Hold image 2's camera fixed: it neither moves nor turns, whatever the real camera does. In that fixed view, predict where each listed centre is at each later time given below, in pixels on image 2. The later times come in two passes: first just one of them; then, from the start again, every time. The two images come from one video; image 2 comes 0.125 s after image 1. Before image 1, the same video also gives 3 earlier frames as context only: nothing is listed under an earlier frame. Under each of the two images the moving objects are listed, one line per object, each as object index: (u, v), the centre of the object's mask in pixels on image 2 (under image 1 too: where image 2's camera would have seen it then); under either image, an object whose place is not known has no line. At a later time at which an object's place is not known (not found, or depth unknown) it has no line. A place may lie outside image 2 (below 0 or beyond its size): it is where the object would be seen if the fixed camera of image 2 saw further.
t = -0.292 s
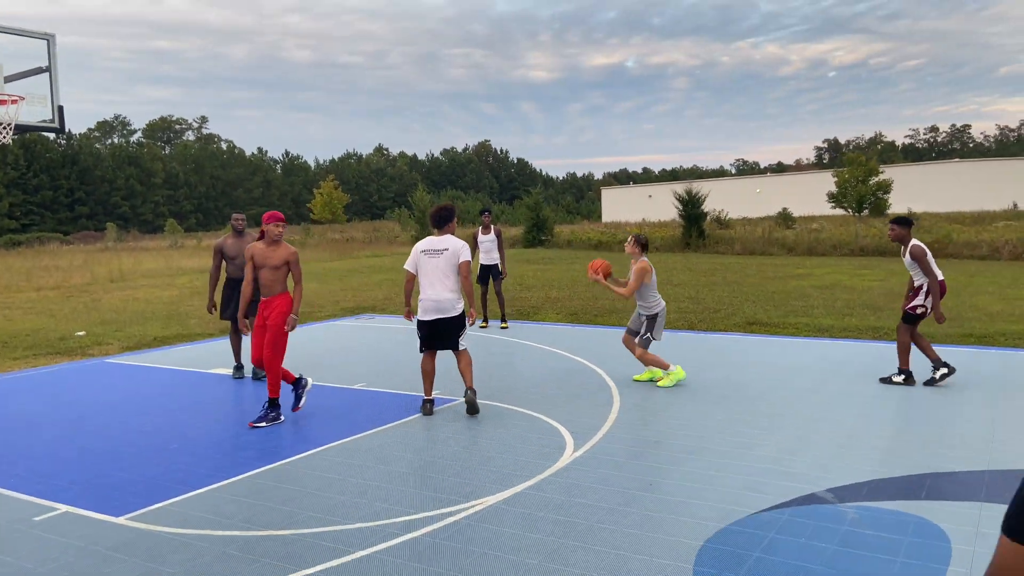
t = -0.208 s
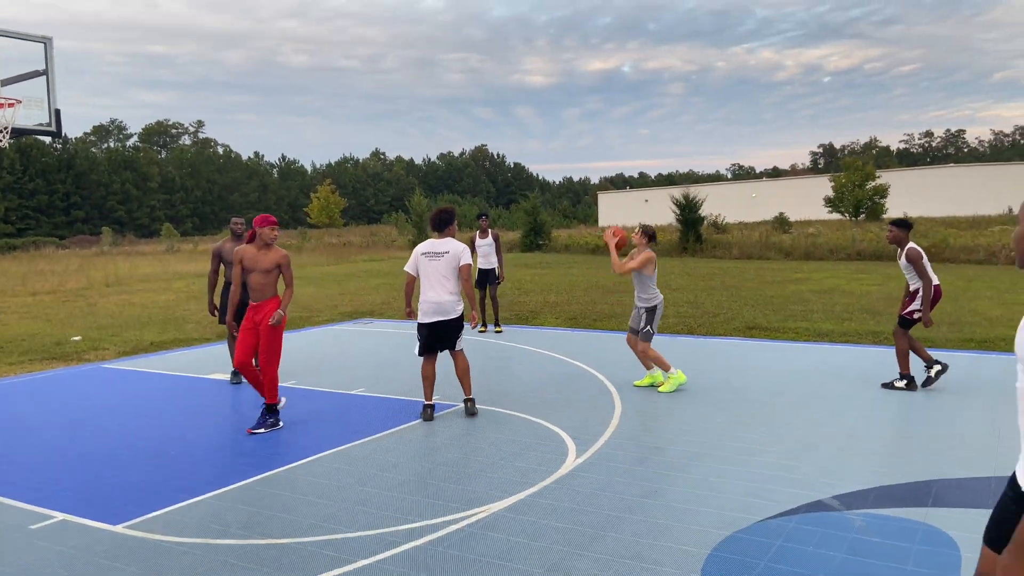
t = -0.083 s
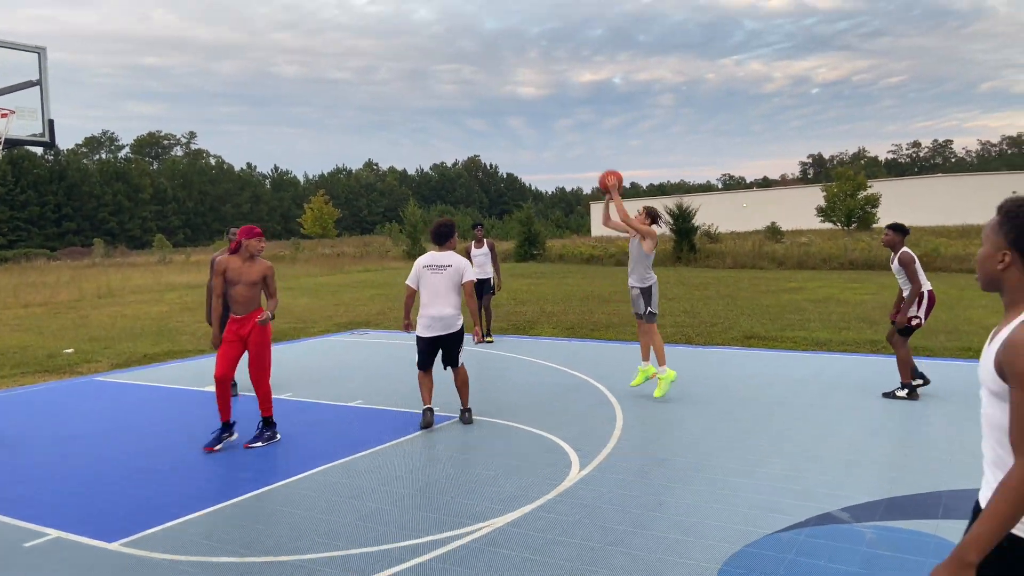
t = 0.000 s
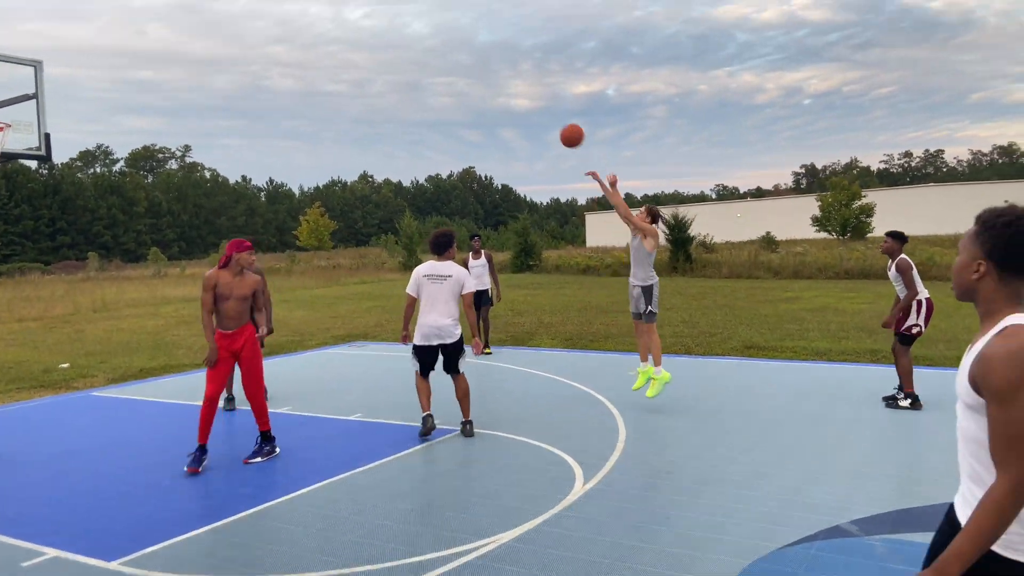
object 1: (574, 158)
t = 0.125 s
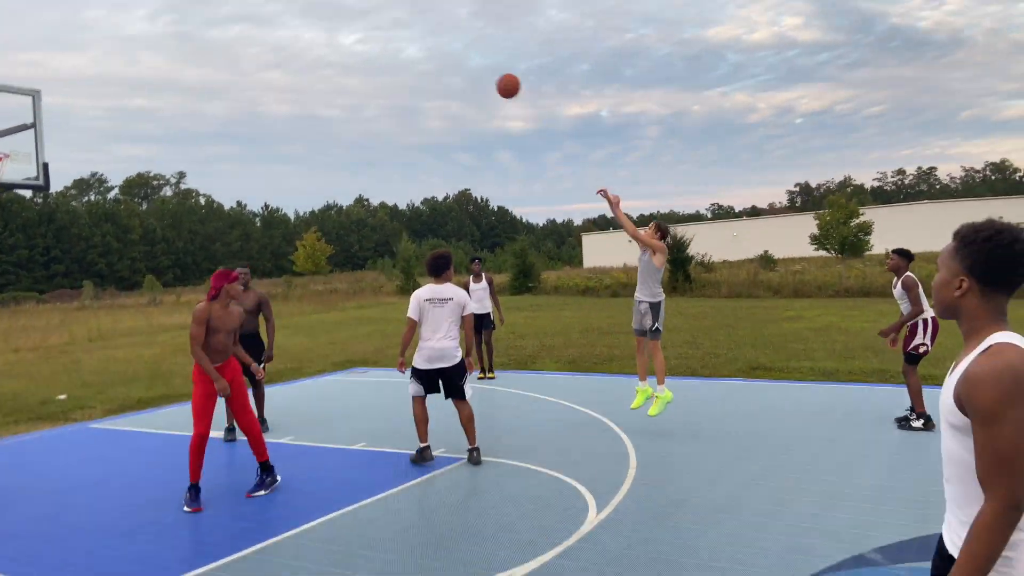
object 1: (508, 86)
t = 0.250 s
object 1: (443, 29)
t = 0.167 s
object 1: (487, 65)
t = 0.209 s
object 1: (465, 46)
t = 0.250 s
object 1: (443, 29)
